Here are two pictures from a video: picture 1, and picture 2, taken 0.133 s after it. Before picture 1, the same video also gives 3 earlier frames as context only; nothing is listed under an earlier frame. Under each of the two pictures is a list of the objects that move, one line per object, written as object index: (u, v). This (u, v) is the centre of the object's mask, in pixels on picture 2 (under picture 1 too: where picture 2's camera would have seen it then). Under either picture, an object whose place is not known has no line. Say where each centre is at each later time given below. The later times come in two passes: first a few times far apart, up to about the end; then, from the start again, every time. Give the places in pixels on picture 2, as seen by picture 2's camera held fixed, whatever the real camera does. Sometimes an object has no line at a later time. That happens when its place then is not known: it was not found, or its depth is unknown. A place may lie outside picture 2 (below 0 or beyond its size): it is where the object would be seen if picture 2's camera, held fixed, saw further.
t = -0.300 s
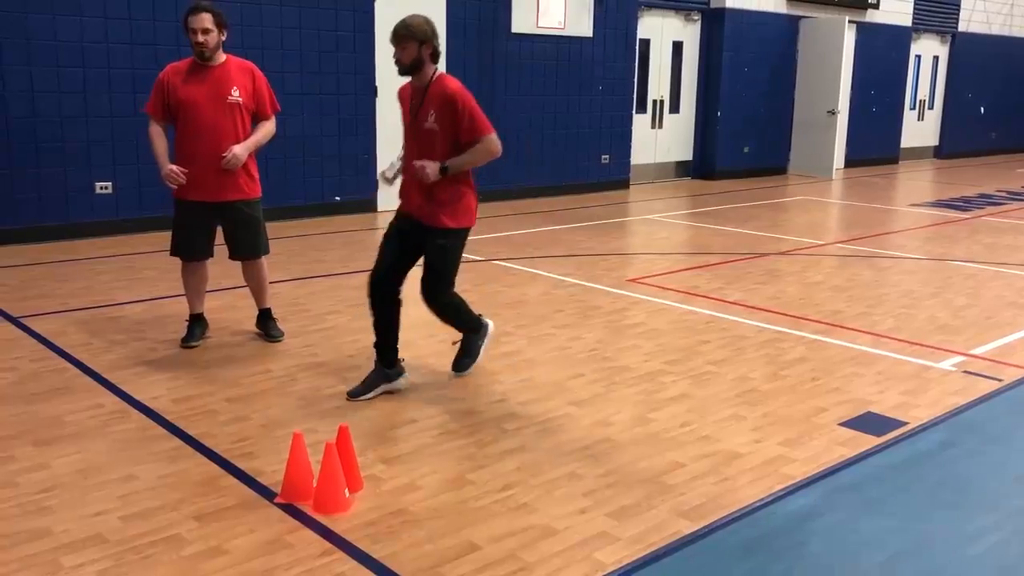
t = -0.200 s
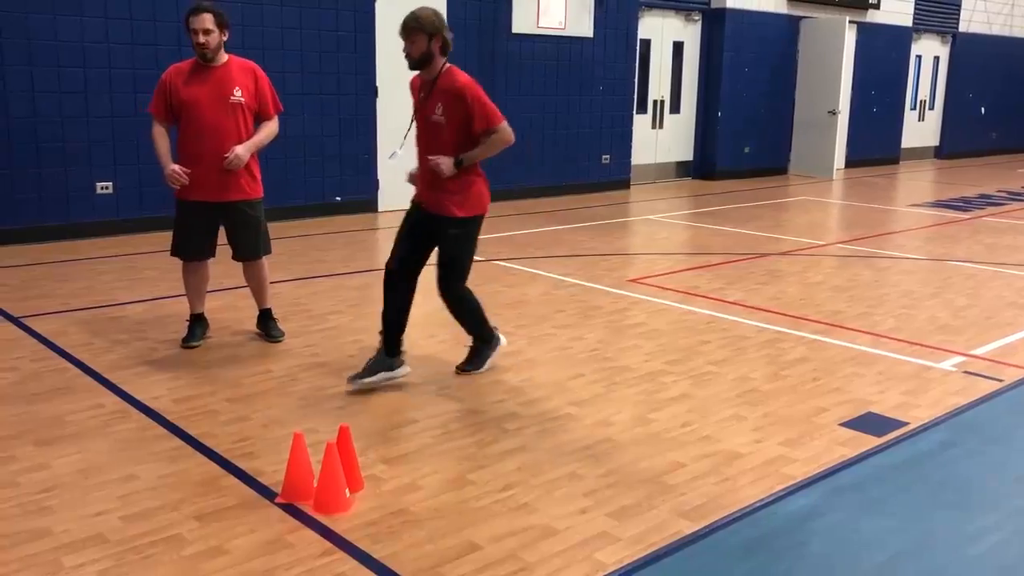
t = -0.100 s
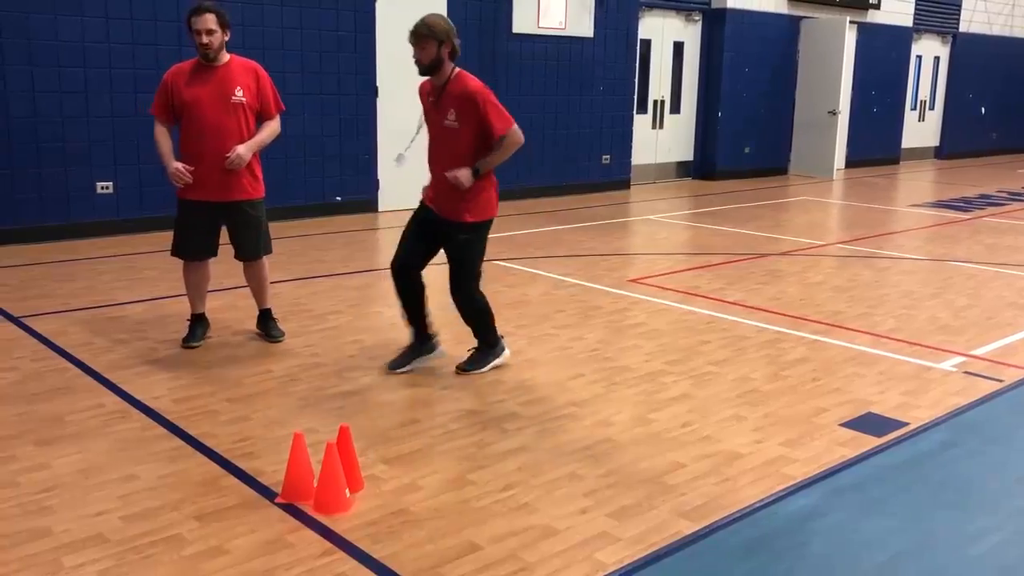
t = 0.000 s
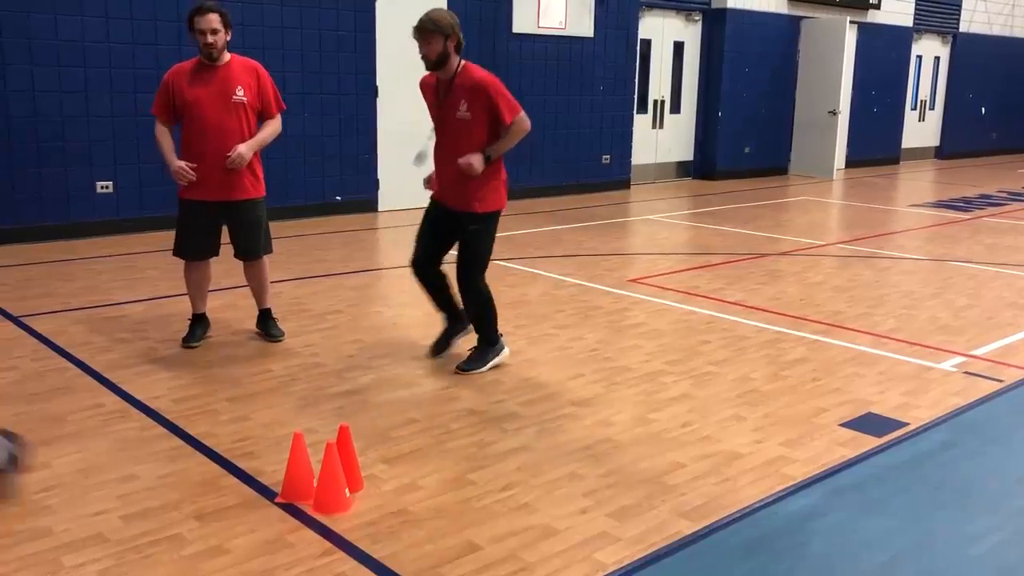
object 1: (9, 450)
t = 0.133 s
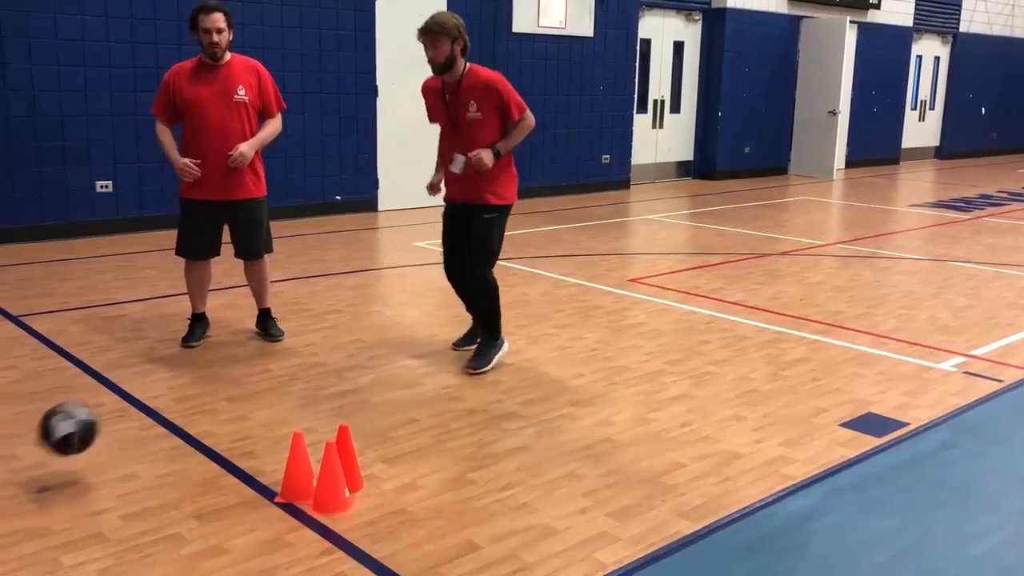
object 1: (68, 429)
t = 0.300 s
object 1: (136, 433)
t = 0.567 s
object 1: (235, 433)
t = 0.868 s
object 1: (334, 421)
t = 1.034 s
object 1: (390, 425)
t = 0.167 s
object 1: (82, 423)
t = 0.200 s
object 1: (96, 422)
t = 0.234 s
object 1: (109, 423)
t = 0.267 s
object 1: (122, 427)
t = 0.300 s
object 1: (136, 433)
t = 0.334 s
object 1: (149, 442)
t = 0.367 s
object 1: (162, 450)
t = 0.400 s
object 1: (174, 438)
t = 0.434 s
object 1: (186, 431)
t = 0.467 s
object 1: (198, 427)
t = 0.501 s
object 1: (211, 425)
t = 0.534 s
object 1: (222, 428)
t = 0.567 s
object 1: (235, 433)
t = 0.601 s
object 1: (246, 443)
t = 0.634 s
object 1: (258, 437)
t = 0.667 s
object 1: (270, 428)
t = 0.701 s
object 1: (280, 425)
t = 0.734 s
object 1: (290, 423)
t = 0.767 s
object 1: (302, 425)
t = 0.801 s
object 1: (314, 430)
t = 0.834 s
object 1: (320, 428)
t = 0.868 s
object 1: (334, 421)
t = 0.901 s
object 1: (348, 422)
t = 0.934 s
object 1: (360, 427)
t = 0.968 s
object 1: (369, 426)
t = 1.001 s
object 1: (379, 426)
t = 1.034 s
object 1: (390, 425)
